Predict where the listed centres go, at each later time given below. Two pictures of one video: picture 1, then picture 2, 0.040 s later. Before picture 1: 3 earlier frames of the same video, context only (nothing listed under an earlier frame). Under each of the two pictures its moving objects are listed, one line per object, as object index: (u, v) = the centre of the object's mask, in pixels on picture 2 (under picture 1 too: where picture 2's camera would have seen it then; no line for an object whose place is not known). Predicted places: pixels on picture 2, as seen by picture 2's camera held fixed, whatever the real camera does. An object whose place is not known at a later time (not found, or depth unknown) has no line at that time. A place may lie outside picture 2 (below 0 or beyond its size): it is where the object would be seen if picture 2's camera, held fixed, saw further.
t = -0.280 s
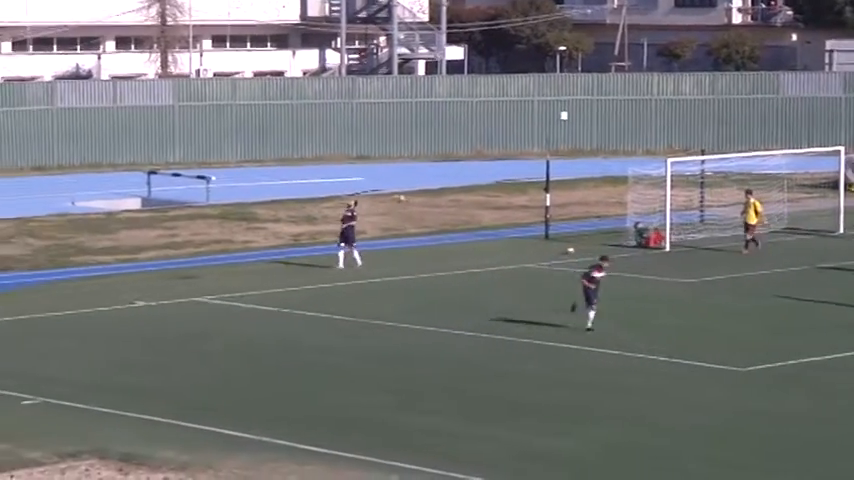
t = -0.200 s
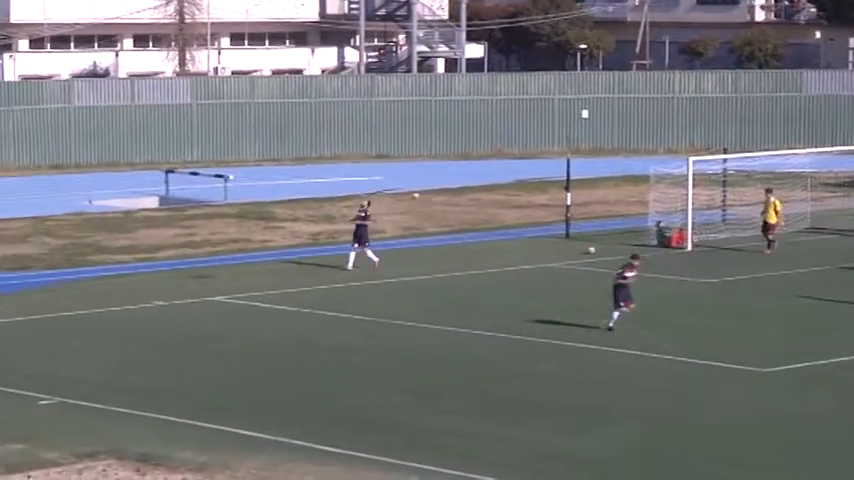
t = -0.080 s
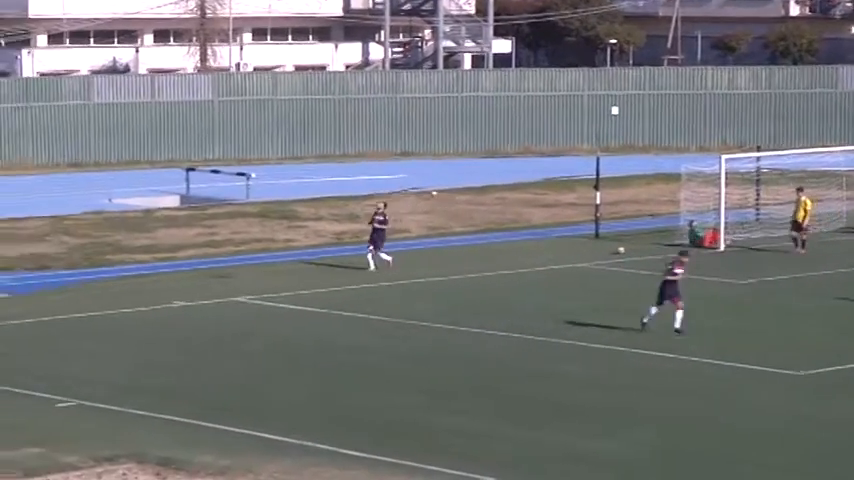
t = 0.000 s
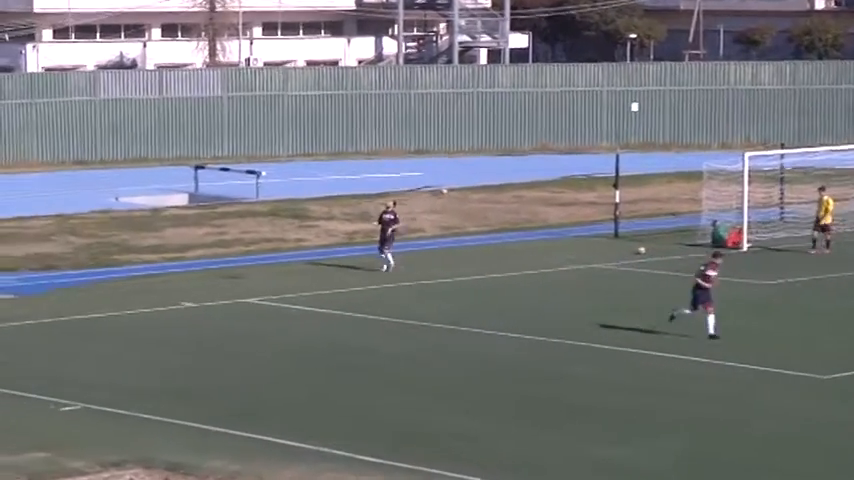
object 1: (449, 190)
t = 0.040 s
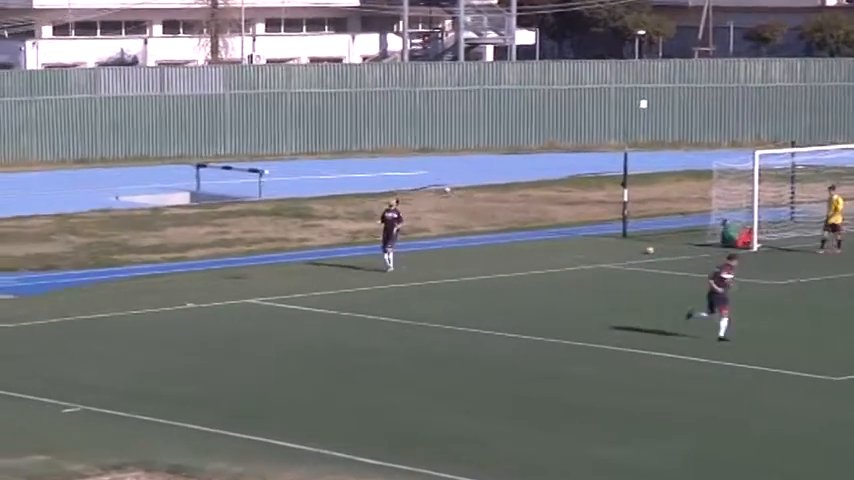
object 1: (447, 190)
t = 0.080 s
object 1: (444, 190)
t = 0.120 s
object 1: (442, 190)
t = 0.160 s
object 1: (439, 188)
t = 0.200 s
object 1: (438, 188)
